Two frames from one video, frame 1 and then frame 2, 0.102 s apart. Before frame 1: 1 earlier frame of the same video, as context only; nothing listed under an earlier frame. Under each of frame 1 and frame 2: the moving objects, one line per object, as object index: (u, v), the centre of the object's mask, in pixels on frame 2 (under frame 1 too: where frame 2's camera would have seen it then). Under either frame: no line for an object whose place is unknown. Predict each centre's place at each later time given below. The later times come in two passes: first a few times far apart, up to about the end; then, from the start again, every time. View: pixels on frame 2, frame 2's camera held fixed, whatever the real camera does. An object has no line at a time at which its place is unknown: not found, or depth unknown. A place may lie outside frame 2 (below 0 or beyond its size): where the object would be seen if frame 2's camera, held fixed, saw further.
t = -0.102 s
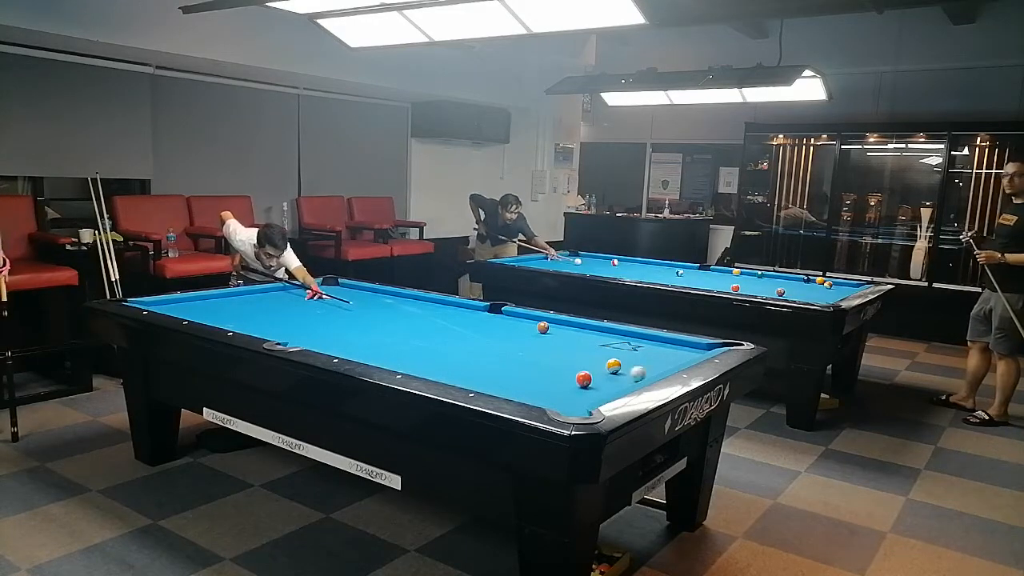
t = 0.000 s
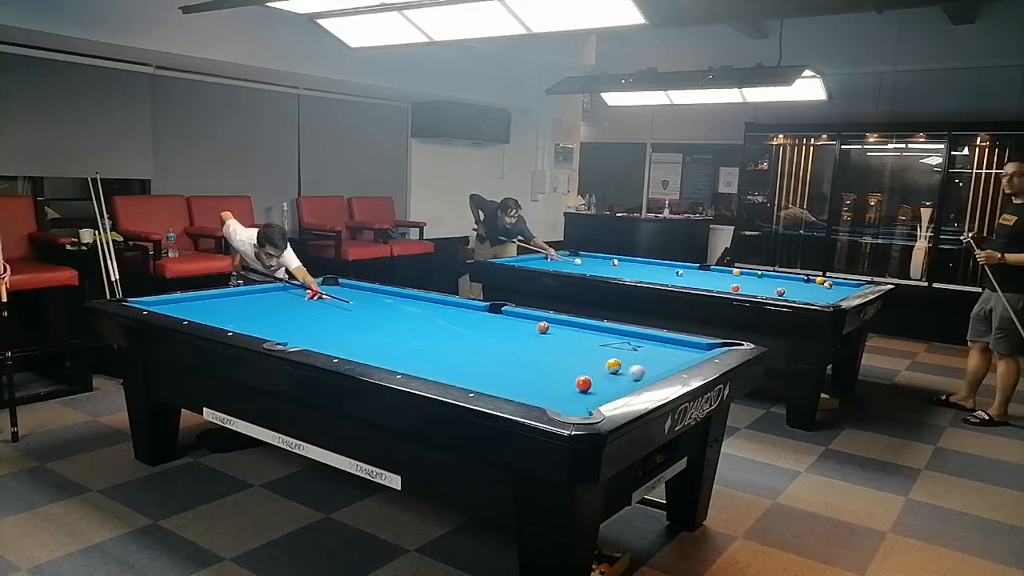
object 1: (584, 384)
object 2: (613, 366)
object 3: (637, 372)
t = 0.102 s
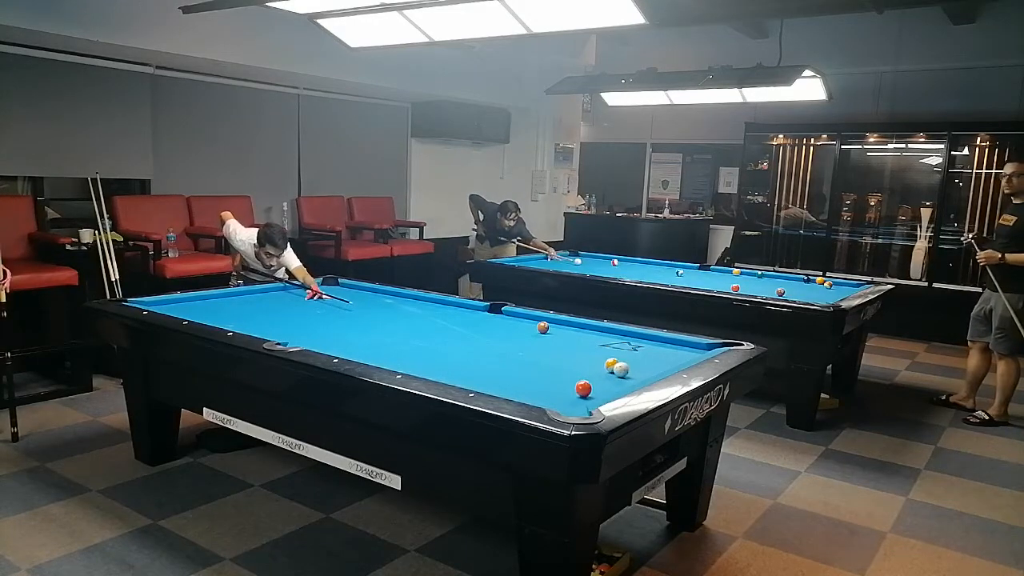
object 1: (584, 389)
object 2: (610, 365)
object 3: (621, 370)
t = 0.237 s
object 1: (583, 395)
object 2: (602, 360)
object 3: (610, 369)
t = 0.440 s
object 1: (579, 405)
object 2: (592, 356)
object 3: (592, 369)
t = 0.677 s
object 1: (559, 405)
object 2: (581, 352)
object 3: (574, 368)
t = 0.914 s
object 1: (568, 406)
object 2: (570, 348)
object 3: (556, 368)
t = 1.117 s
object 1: (575, 405)
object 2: (562, 345)
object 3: (543, 367)
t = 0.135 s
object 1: (584, 391)
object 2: (608, 364)
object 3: (618, 370)
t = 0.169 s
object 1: (584, 393)
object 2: (606, 363)
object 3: (616, 369)
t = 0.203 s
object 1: (583, 394)
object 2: (604, 361)
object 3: (613, 369)
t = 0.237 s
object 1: (583, 395)
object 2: (602, 360)
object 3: (610, 369)
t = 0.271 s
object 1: (583, 397)
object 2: (600, 359)
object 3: (607, 369)
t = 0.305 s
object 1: (582, 399)
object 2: (599, 359)
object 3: (604, 369)
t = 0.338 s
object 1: (582, 400)
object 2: (597, 358)
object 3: (601, 369)
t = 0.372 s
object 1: (582, 402)
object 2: (595, 357)
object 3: (598, 369)
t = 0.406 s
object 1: (582, 404)
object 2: (594, 357)
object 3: (595, 369)
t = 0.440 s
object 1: (579, 405)
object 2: (592, 356)
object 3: (592, 369)
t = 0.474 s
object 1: (576, 405)
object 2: (591, 355)
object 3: (590, 369)
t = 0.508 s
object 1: (573, 406)
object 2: (588, 355)
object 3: (587, 369)
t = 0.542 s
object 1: (569, 406)
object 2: (587, 354)
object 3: (585, 368)
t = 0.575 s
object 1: (566, 406)
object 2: (586, 354)
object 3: (582, 368)
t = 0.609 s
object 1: (563, 406)
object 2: (584, 354)
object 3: (579, 368)
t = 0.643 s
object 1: (560, 405)
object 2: (582, 353)
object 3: (576, 368)
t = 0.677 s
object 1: (559, 405)
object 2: (581, 352)
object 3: (574, 368)
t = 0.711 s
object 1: (560, 405)
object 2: (579, 352)
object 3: (572, 368)
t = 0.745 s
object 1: (561, 406)
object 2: (578, 351)
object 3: (569, 368)
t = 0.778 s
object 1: (562, 406)
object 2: (576, 350)
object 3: (566, 368)
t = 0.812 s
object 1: (564, 406)
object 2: (575, 350)
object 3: (564, 368)
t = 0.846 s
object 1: (565, 406)
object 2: (573, 349)
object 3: (561, 368)
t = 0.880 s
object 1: (566, 406)
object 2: (572, 349)
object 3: (559, 368)
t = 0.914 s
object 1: (568, 406)
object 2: (570, 348)
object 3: (556, 368)
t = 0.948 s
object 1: (569, 406)
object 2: (569, 348)
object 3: (554, 367)
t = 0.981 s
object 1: (570, 406)
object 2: (568, 347)
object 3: (552, 367)
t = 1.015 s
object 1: (571, 405)
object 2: (566, 346)
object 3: (549, 367)
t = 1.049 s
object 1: (573, 405)
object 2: (565, 346)
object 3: (547, 367)
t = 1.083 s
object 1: (574, 405)
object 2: (564, 345)
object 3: (545, 367)
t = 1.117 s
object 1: (575, 405)
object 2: (562, 345)
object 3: (543, 367)
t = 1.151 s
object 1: (576, 405)
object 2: (561, 344)
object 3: (540, 367)
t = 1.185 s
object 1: (577, 405)
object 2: (560, 343)
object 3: (538, 367)
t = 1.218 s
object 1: (578, 405)
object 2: (559, 343)
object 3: (536, 367)
